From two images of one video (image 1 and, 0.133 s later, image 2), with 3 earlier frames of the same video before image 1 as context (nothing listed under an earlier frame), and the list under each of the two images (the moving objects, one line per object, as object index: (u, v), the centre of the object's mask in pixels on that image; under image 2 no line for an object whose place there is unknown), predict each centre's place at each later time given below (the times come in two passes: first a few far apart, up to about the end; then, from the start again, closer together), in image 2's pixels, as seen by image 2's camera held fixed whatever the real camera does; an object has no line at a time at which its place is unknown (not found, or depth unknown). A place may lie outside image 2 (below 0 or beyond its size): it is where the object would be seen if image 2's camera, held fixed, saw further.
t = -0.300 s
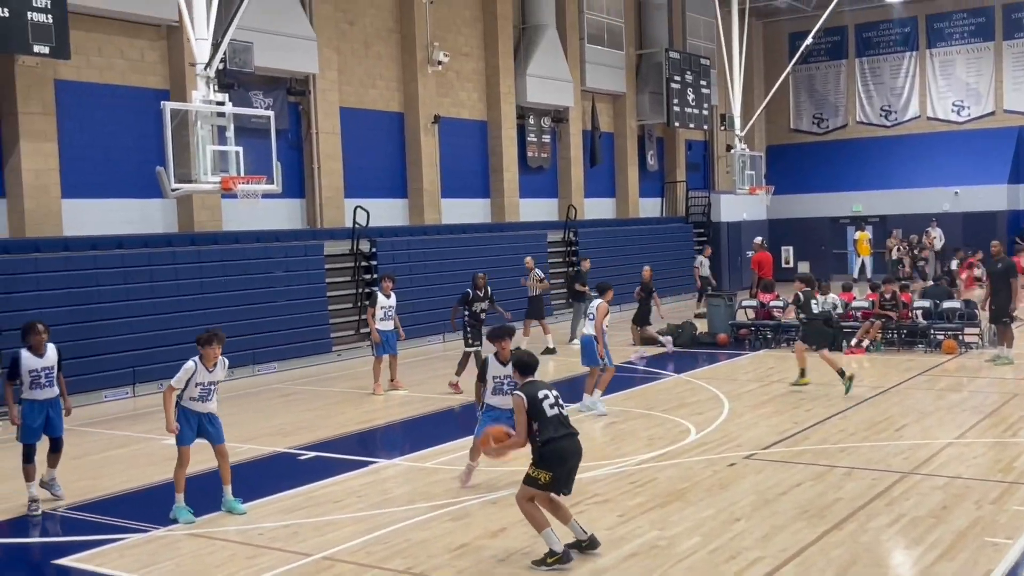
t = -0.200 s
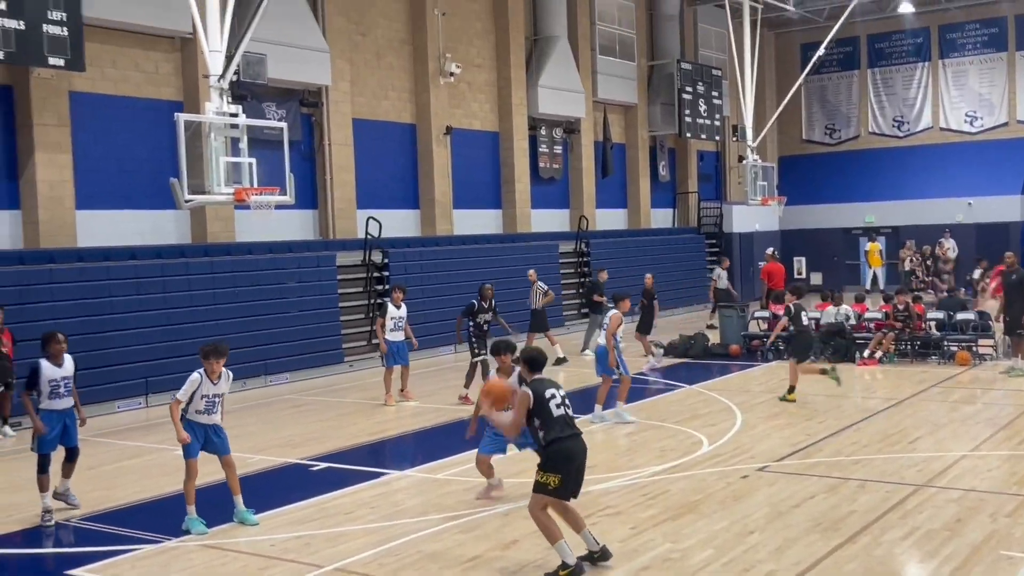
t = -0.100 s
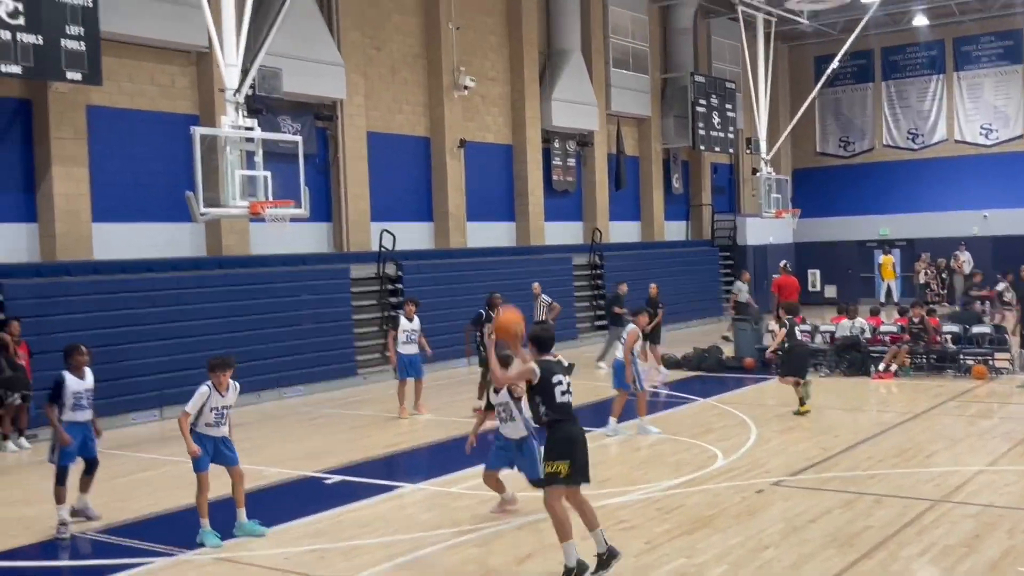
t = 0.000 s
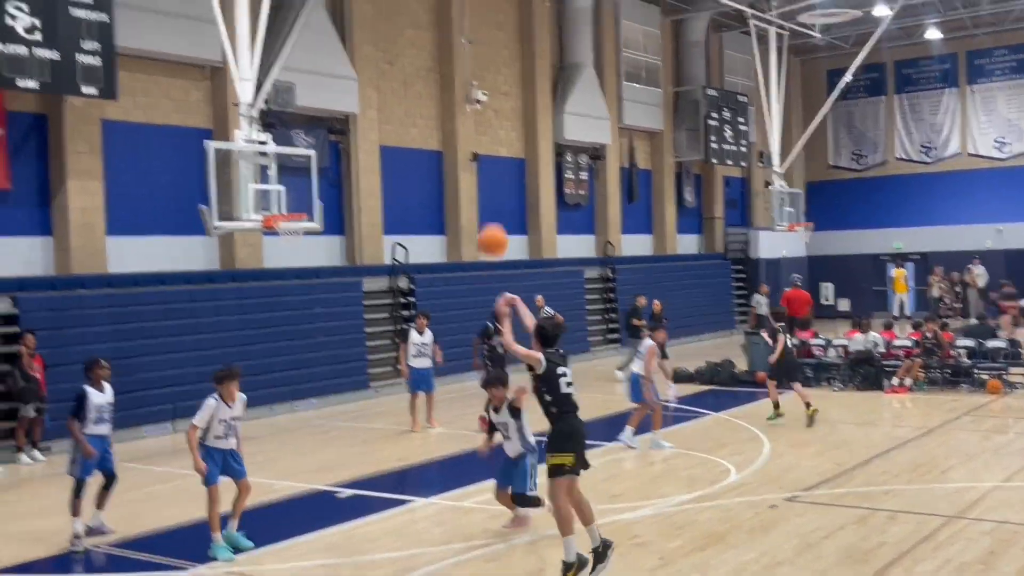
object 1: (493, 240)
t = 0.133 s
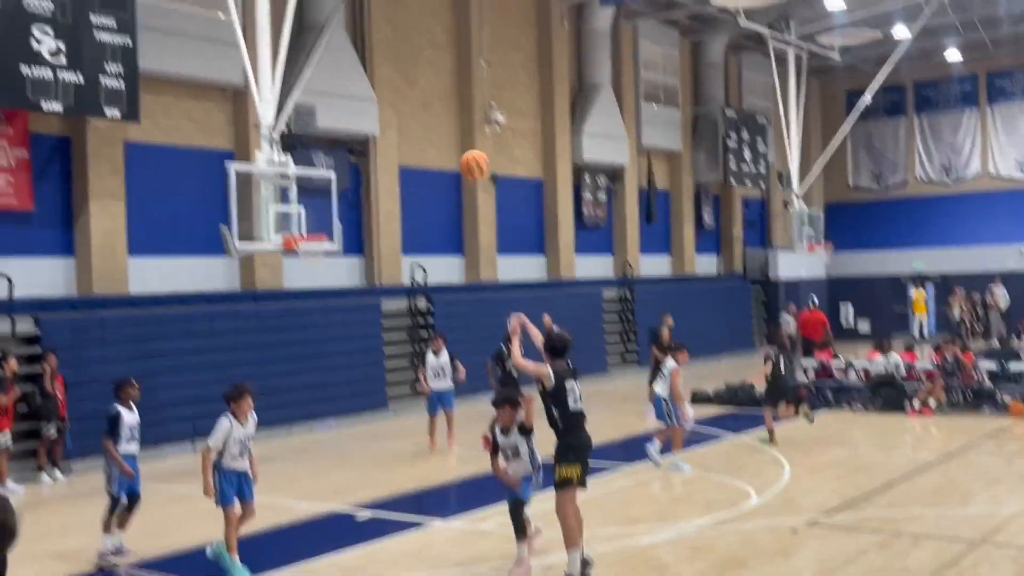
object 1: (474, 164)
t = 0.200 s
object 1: (458, 127)
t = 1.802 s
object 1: (324, 262)
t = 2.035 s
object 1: (328, 308)
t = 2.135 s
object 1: (331, 339)
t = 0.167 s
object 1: (466, 145)
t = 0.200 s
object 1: (458, 127)
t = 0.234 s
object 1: (450, 111)
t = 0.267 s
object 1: (443, 97)
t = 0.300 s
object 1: (436, 85)
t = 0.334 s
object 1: (430, 74)
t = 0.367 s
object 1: (423, 64)
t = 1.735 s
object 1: (323, 256)
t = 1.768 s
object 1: (324, 259)
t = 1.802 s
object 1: (324, 262)
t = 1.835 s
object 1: (325, 267)
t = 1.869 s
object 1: (326, 272)
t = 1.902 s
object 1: (326, 278)
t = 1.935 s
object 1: (327, 285)
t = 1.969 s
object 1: (328, 292)
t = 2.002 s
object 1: (328, 299)
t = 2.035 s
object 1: (328, 308)
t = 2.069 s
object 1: (329, 318)
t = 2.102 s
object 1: (330, 328)
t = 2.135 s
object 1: (331, 339)
